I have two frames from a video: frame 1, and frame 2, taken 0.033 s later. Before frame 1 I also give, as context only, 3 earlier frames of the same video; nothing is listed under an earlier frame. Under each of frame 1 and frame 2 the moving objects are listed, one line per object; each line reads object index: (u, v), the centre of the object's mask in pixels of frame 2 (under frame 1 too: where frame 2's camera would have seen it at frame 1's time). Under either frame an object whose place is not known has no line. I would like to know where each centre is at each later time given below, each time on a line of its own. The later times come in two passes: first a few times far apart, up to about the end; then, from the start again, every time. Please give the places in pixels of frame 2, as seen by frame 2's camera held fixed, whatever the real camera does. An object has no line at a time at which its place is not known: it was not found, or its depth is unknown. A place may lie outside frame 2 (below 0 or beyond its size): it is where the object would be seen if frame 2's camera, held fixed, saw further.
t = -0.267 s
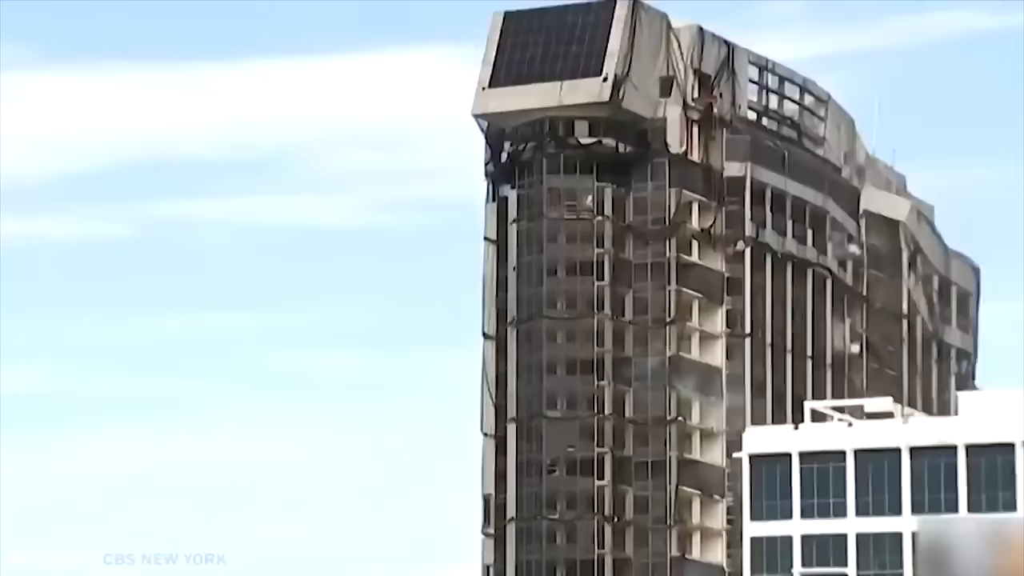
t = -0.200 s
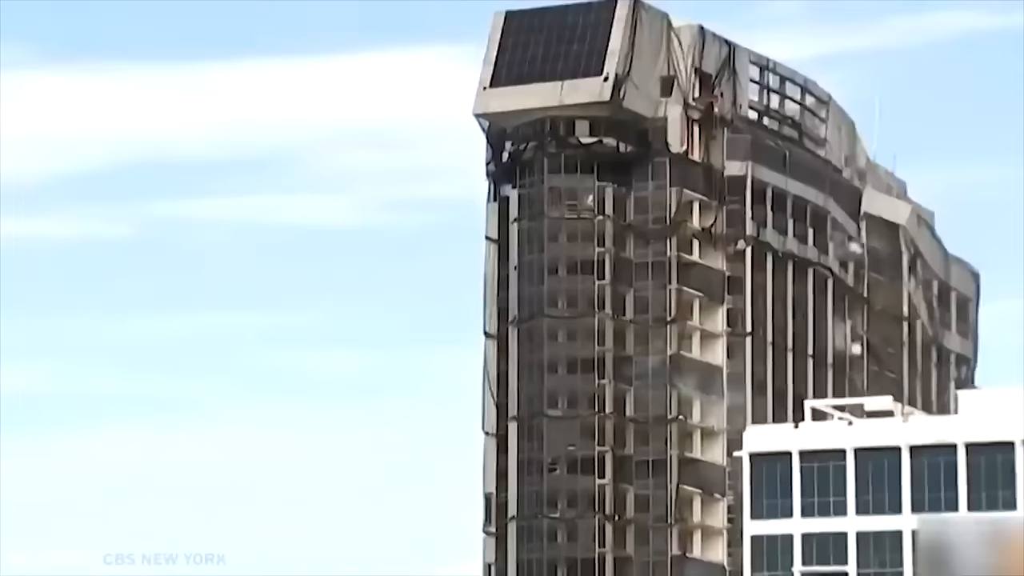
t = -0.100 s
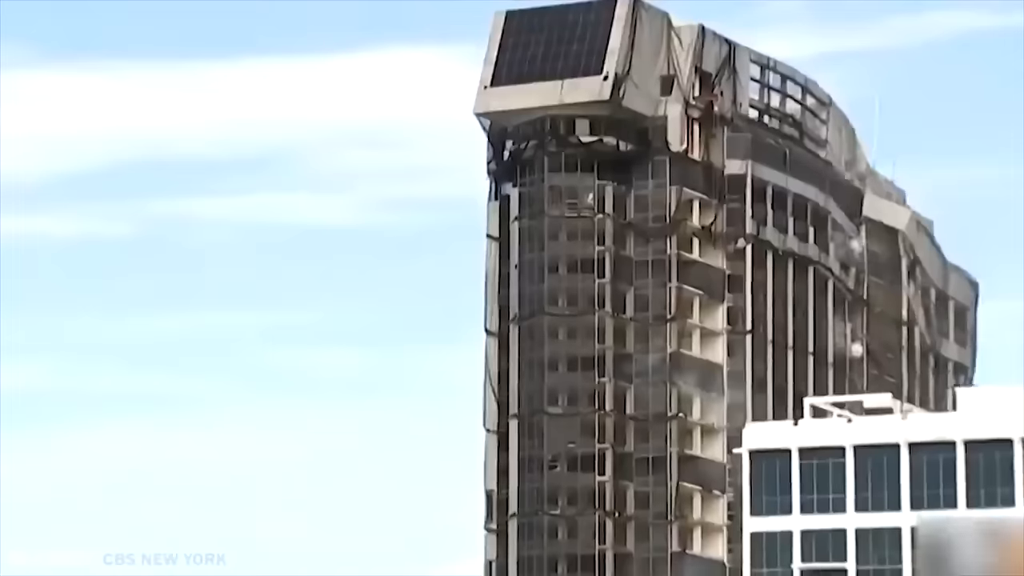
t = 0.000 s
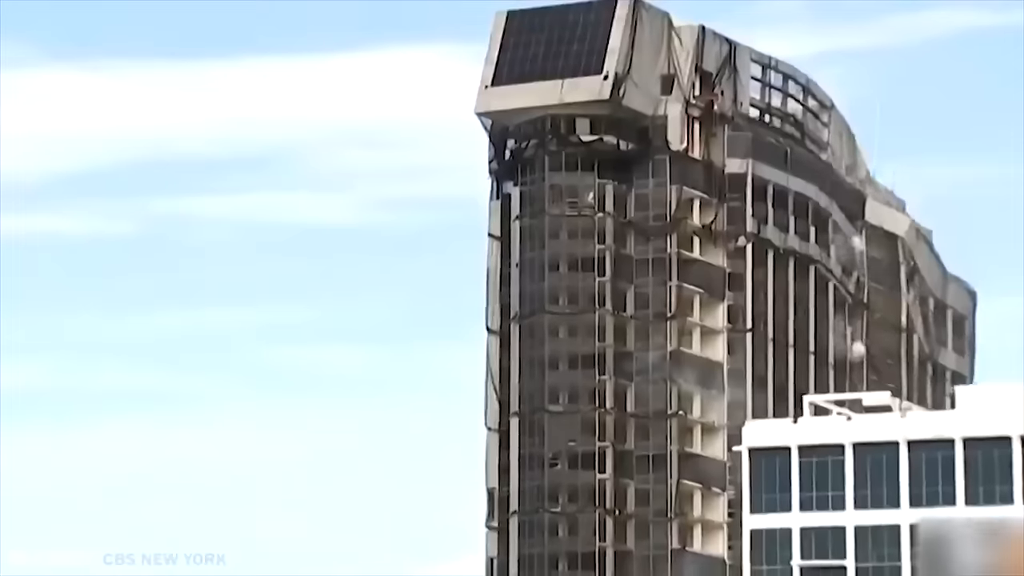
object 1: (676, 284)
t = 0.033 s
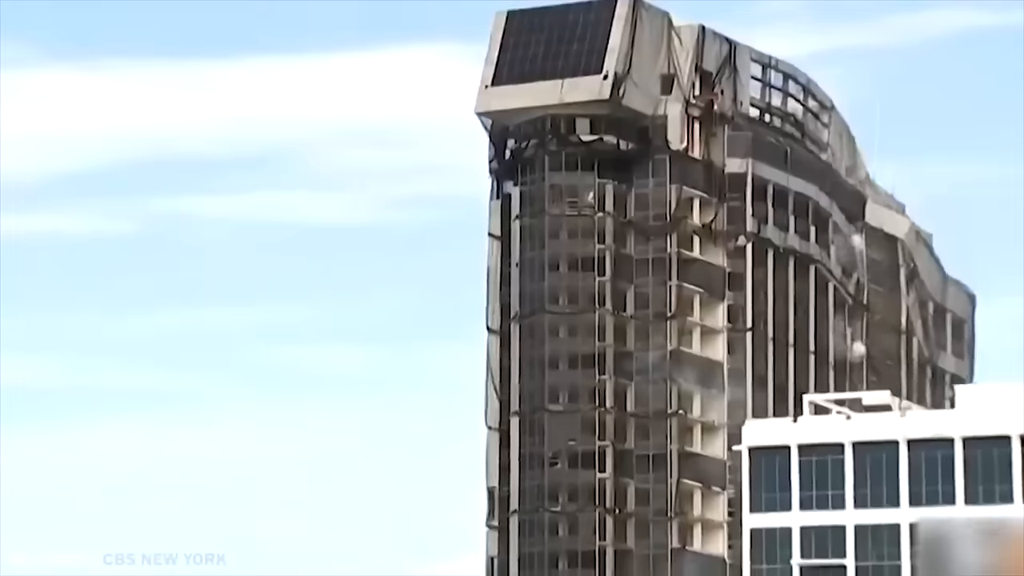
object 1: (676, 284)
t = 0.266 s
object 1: (673, 285)
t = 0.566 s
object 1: (668, 287)
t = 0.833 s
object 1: (666, 288)
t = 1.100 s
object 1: (663, 290)
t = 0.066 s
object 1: (675, 284)
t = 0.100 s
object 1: (675, 285)
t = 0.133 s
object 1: (674, 285)
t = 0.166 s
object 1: (674, 285)
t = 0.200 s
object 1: (673, 285)
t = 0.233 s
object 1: (673, 285)
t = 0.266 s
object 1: (673, 285)
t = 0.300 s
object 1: (672, 286)
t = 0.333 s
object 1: (671, 286)
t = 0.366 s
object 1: (670, 286)
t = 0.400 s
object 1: (670, 286)
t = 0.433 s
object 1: (670, 286)
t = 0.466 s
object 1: (669, 287)
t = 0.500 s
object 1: (669, 287)
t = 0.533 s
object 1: (669, 287)
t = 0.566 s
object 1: (668, 287)
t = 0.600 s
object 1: (668, 287)
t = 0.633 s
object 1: (667, 287)
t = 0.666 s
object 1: (667, 287)
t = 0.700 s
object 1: (666, 288)
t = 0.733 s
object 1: (666, 288)
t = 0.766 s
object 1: (666, 288)
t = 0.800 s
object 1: (666, 288)
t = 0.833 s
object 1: (666, 288)
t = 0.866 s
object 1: (665, 288)
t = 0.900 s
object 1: (665, 288)
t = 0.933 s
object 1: (665, 289)
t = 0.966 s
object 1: (664, 289)
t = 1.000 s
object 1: (664, 289)
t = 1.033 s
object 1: (664, 289)
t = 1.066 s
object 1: (663, 290)
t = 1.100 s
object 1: (663, 290)
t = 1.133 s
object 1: (663, 290)
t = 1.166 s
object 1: (663, 290)
